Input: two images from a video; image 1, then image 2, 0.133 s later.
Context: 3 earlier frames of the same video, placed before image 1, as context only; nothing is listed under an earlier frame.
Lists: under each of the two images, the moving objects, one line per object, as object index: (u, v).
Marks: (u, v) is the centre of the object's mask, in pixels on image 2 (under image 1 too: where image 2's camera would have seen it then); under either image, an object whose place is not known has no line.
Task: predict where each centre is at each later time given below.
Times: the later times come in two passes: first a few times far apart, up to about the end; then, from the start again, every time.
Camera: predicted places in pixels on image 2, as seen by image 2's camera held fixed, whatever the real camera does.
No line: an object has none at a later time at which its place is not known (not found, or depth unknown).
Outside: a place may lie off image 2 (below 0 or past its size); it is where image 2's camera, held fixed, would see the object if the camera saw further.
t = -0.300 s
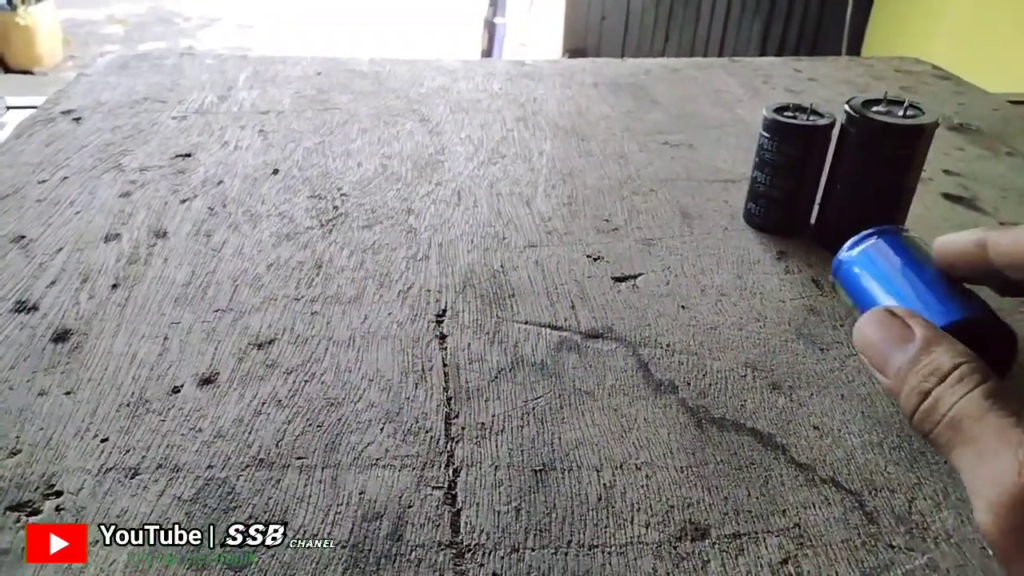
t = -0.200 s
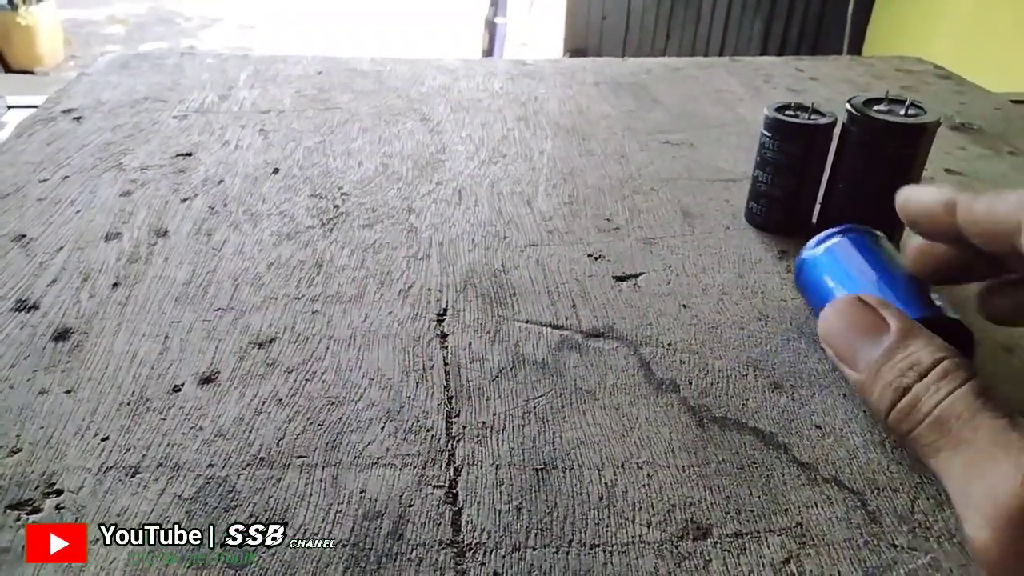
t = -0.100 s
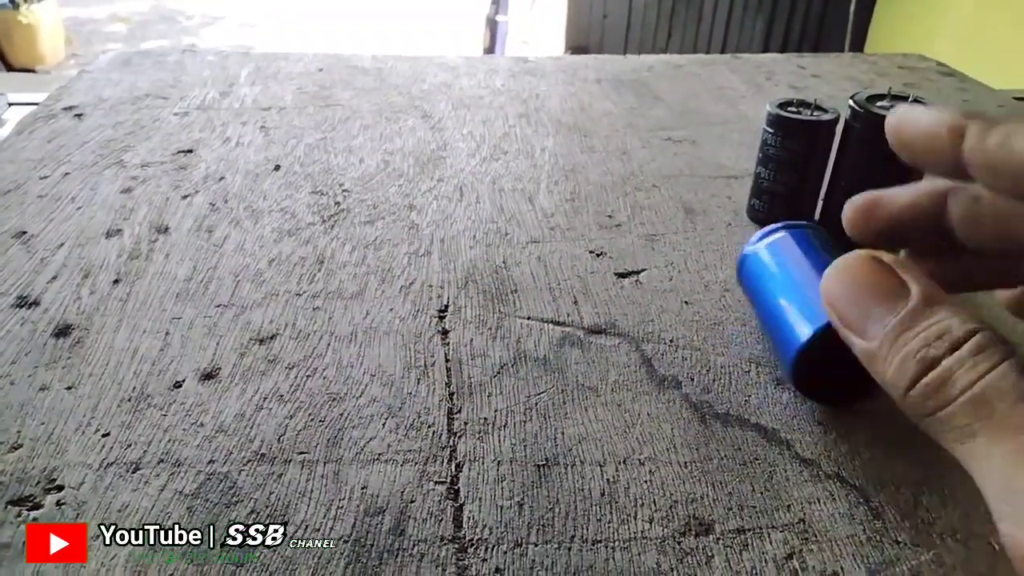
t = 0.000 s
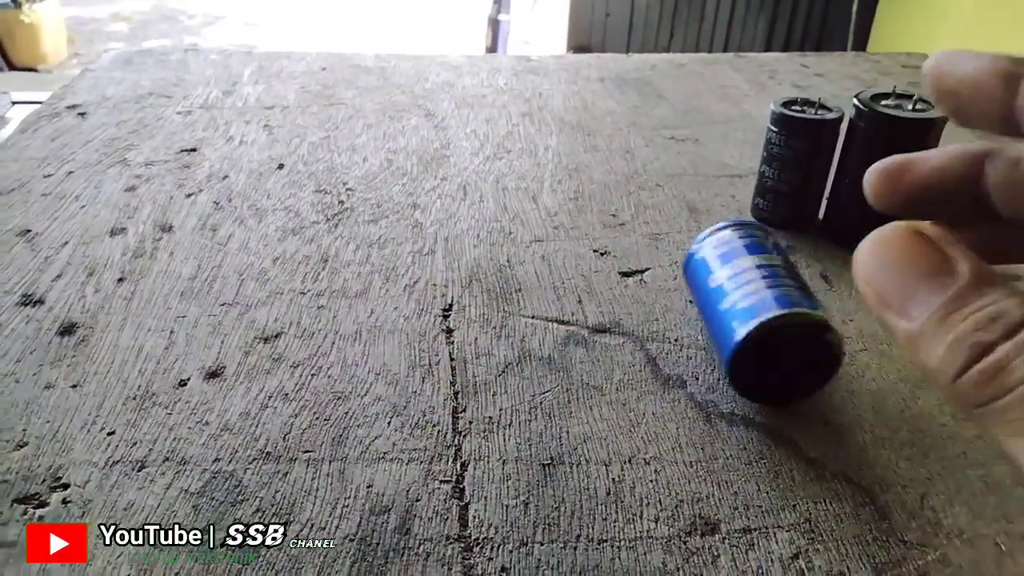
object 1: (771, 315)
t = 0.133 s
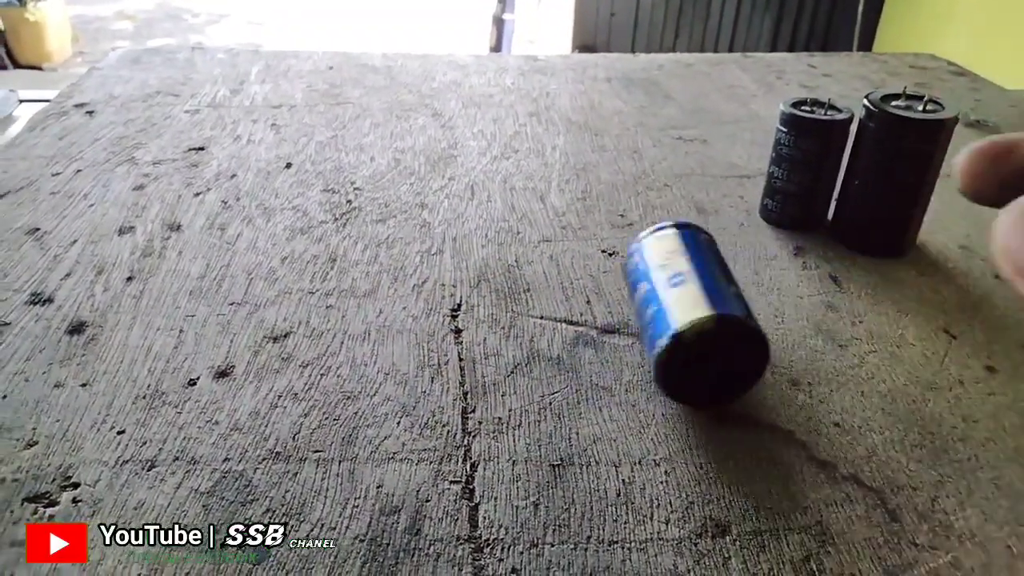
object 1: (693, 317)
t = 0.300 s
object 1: (605, 317)
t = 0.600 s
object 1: (462, 320)
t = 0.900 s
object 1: (359, 321)
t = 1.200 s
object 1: (296, 321)
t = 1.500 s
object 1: (266, 322)
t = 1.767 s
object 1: (250, 323)
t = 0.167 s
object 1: (675, 317)
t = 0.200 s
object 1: (658, 317)
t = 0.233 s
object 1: (641, 318)
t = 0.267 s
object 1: (623, 318)
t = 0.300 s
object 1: (605, 317)
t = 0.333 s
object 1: (588, 318)
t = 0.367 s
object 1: (571, 318)
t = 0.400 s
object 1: (554, 318)
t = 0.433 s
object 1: (538, 319)
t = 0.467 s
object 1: (523, 319)
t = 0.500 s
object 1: (507, 319)
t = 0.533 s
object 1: (491, 319)
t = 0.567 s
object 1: (476, 320)
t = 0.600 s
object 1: (462, 320)
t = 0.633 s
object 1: (448, 320)
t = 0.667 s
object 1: (435, 320)
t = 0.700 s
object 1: (422, 320)
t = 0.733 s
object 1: (411, 321)
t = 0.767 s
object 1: (400, 321)
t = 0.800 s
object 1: (388, 320)
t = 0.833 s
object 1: (378, 320)
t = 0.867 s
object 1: (368, 320)
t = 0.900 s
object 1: (359, 321)
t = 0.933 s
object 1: (351, 320)
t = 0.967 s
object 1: (335, 320)
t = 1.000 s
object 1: (329, 321)
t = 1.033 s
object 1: (323, 321)
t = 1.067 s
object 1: (317, 321)
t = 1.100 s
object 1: (312, 322)
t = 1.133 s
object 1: (307, 322)
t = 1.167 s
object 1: (301, 321)
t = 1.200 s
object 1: (296, 321)
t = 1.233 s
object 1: (292, 321)
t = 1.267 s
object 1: (287, 322)
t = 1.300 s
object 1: (283, 321)
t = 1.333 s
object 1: (280, 322)
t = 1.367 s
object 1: (277, 321)
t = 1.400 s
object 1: (274, 322)
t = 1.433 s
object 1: (271, 322)
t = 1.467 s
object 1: (268, 322)
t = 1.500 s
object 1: (266, 322)
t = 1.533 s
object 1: (263, 322)
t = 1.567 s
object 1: (261, 323)
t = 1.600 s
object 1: (259, 323)
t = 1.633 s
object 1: (257, 323)
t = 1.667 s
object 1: (255, 323)
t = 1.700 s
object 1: (253, 323)
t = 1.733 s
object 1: (252, 323)
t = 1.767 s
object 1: (250, 323)
